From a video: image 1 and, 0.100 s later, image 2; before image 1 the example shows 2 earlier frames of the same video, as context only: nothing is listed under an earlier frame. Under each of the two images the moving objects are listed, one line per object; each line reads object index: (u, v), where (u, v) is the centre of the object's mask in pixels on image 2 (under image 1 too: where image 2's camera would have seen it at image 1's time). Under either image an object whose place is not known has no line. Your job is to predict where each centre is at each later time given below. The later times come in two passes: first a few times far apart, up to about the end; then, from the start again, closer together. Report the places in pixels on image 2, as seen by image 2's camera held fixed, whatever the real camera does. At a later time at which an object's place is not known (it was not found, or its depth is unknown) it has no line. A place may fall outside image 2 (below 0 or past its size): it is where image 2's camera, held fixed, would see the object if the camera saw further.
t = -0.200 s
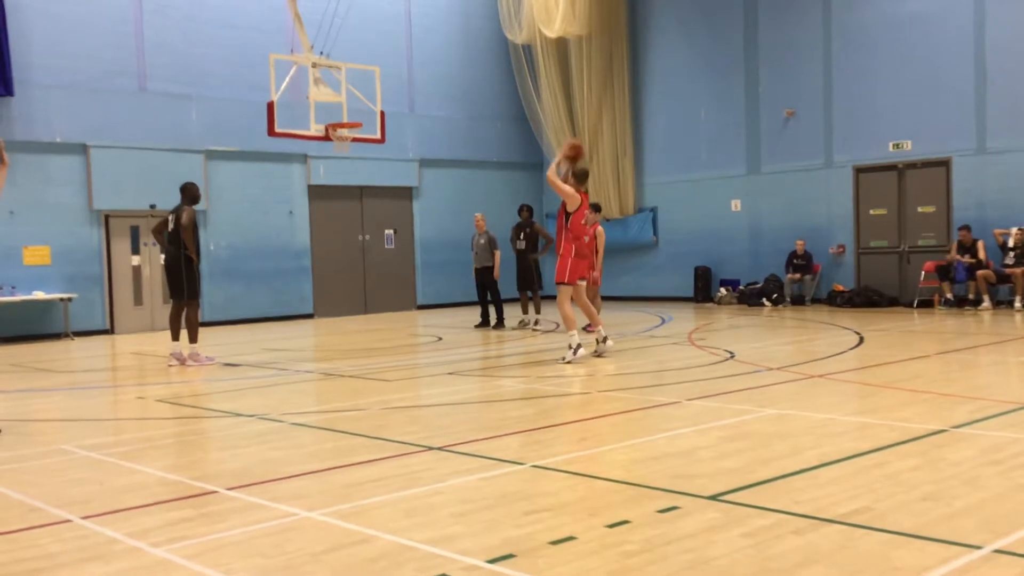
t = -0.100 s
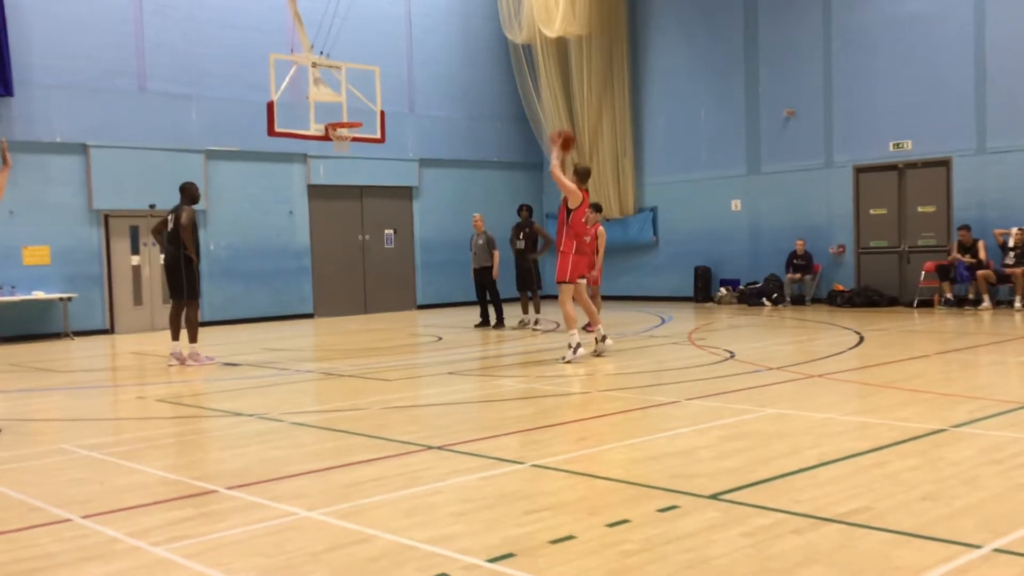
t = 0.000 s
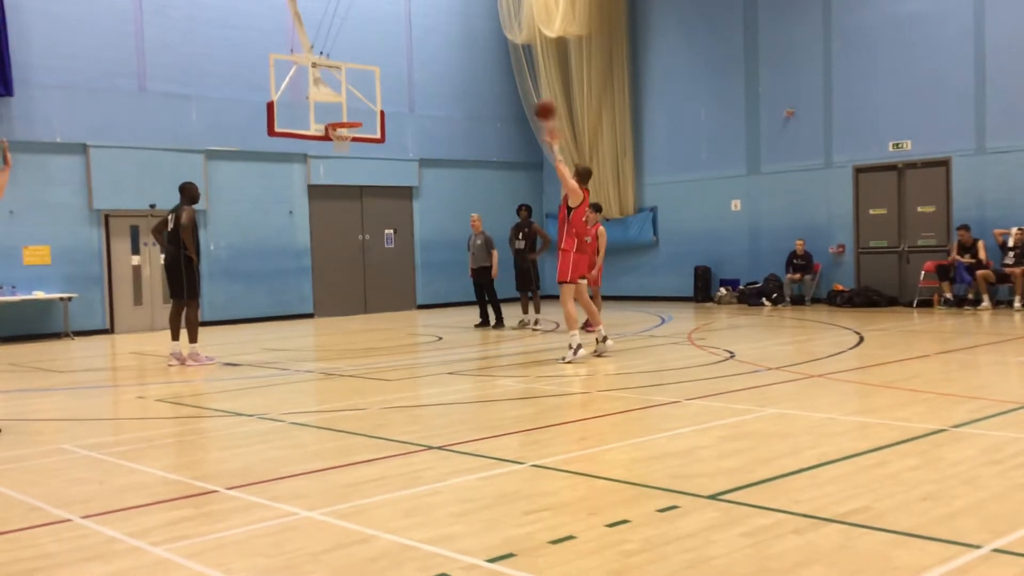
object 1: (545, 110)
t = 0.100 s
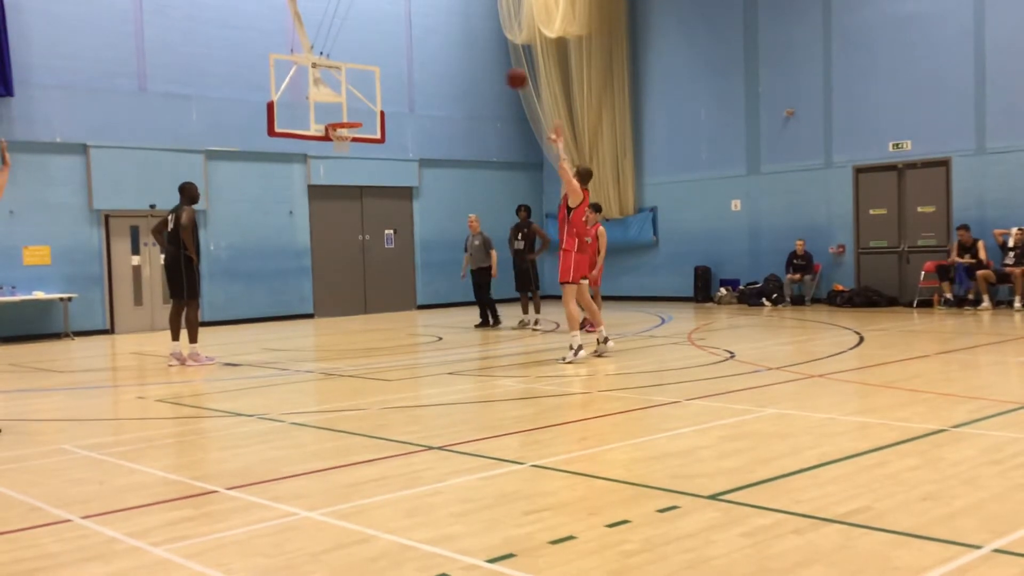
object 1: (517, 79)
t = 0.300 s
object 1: (466, 44)
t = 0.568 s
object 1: (408, 48)
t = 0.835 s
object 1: (359, 104)
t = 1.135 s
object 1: (359, 74)
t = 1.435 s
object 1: (368, 86)
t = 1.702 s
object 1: (380, 156)
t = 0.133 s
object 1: (507, 70)
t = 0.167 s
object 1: (500, 63)
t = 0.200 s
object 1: (490, 57)
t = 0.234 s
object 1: (482, 51)
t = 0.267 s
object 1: (474, 47)
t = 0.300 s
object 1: (466, 44)
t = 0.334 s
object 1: (458, 41)
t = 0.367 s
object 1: (451, 40)
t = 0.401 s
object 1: (443, 39)
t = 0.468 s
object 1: (428, 40)
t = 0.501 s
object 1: (421, 42)
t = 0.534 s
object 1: (415, 45)
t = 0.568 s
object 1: (408, 48)
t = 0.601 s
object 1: (401, 53)
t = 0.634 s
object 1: (395, 58)
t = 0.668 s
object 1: (389, 64)
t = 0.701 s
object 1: (383, 70)
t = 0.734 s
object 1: (376, 78)
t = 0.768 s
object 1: (371, 86)
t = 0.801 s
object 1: (365, 95)
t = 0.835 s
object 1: (359, 104)
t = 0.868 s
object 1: (355, 113)
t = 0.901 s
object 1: (354, 110)
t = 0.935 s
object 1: (354, 103)
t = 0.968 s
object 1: (355, 96)
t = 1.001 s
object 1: (355, 90)
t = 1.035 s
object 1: (356, 85)
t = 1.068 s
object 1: (357, 81)
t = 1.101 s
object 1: (358, 77)
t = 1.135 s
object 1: (359, 74)
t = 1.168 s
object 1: (360, 72)
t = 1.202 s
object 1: (361, 71)
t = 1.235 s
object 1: (362, 71)
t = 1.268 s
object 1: (363, 71)
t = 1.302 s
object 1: (364, 72)
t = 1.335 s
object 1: (365, 75)
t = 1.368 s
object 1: (366, 78)
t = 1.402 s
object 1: (367, 81)
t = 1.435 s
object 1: (368, 86)
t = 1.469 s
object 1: (370, 92)
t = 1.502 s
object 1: (371, 98)
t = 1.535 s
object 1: (372, 106)
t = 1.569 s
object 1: (374, 114)
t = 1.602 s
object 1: (375, 123)
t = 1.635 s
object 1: (377, 132)
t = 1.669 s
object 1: (379, 145)
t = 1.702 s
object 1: (380, 156)
